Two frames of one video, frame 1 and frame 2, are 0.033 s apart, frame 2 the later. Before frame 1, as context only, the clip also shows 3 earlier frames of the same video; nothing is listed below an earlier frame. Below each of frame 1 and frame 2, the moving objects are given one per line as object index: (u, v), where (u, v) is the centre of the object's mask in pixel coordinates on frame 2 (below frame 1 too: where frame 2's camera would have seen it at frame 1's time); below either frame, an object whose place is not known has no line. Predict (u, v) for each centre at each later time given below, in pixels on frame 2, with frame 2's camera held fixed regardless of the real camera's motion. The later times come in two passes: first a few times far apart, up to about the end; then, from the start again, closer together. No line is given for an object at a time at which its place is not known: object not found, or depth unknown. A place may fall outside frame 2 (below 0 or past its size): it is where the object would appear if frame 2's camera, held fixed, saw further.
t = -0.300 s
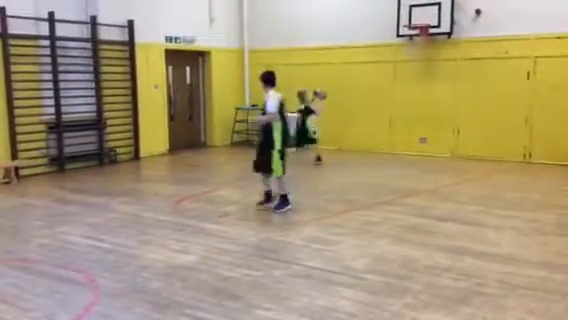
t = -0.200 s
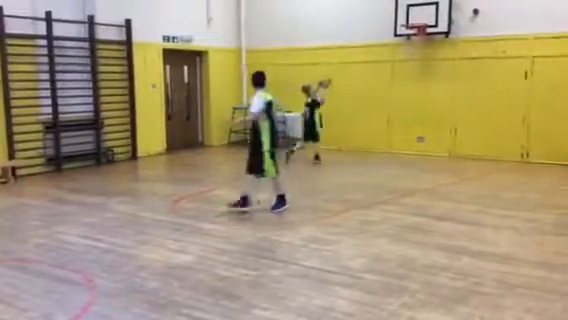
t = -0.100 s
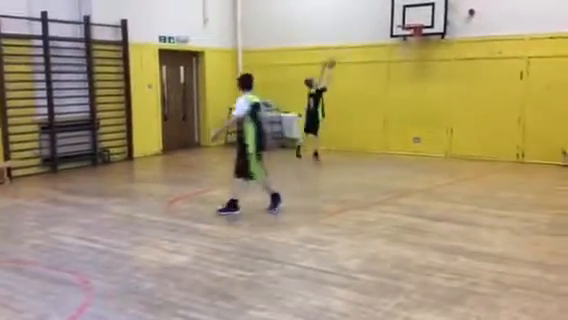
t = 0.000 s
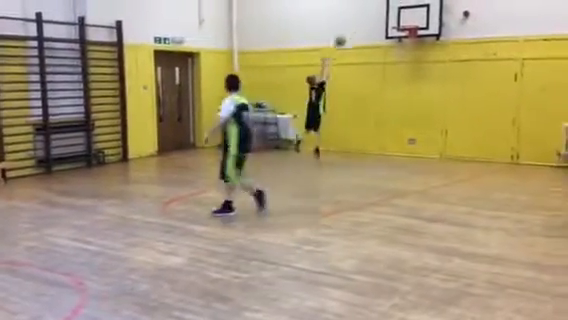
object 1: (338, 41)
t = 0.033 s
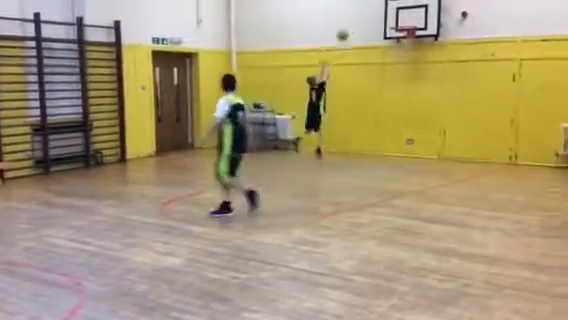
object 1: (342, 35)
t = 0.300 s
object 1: (377, 9)
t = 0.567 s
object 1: (405, 22)
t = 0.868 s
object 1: (400, 50)
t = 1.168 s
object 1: (391, 87)
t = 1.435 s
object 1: (385, 148)
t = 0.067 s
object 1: (347, 30)
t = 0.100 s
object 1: (351, 24)
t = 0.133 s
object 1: (356, 20)
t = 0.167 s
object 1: (360, 16)
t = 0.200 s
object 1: (364, 14)
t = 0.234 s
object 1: (369, 12)
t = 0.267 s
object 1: (374, 10)
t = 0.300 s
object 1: (377, 9)
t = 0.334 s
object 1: (381, 9)
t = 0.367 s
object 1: (386, 9)
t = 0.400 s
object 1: (391, 10)
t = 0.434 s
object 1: (395, 12)
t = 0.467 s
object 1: (398, 14)
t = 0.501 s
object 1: (403, 17)
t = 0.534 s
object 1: (406, 21)
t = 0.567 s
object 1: (405, 22)
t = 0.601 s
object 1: (406, 24)
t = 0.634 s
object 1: (404, 25)
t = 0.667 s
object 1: (405, 25)
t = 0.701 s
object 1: (405, 26)
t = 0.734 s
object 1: (403, 32)
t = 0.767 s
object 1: (403, 32)
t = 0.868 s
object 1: (400, 50)
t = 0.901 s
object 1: (399, 58)
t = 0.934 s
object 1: (397, 61)
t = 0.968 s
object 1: (397, 62)
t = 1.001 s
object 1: (396, 64)
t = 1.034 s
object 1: (396, 67)
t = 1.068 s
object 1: (394, 72)
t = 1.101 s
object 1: (393, 78)
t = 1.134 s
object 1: (391, 82)
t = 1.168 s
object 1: (391, 87)
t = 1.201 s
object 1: (390, 91)
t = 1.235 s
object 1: (389, 99)
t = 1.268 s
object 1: (387, 105)
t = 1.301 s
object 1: (386, 114)
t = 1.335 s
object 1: (385, 121)
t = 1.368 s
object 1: (384, 130)
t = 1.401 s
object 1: (384, 139)
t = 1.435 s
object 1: (385, 148)
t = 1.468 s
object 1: (383, 144)
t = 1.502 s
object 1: (382, 145)
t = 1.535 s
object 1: (381, 139)
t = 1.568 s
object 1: (380, 132)
